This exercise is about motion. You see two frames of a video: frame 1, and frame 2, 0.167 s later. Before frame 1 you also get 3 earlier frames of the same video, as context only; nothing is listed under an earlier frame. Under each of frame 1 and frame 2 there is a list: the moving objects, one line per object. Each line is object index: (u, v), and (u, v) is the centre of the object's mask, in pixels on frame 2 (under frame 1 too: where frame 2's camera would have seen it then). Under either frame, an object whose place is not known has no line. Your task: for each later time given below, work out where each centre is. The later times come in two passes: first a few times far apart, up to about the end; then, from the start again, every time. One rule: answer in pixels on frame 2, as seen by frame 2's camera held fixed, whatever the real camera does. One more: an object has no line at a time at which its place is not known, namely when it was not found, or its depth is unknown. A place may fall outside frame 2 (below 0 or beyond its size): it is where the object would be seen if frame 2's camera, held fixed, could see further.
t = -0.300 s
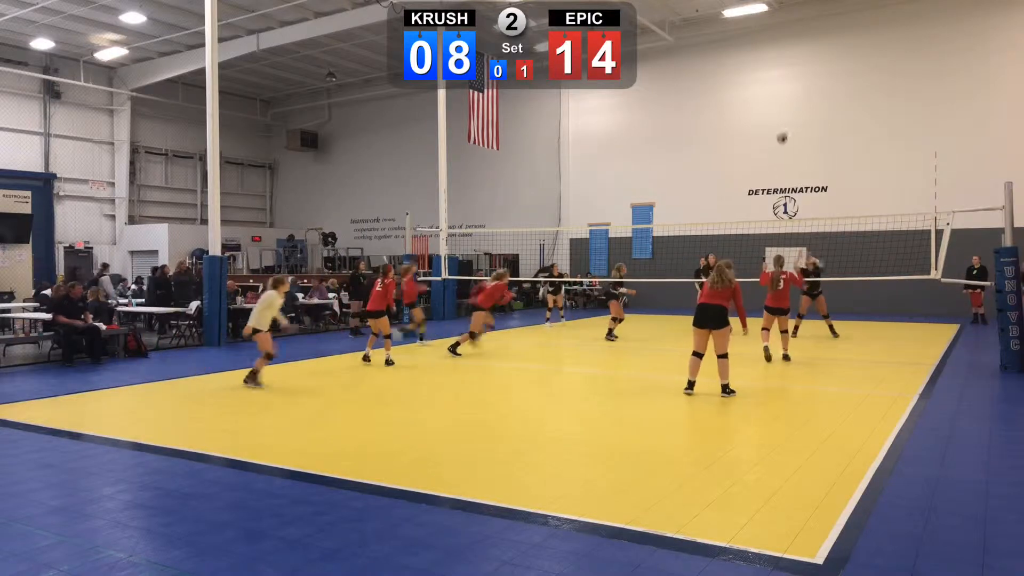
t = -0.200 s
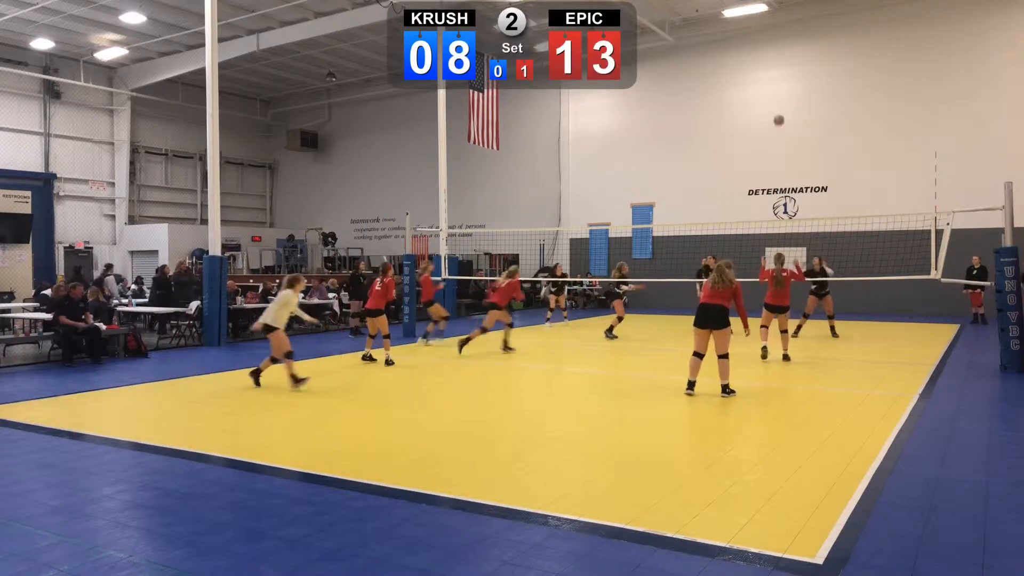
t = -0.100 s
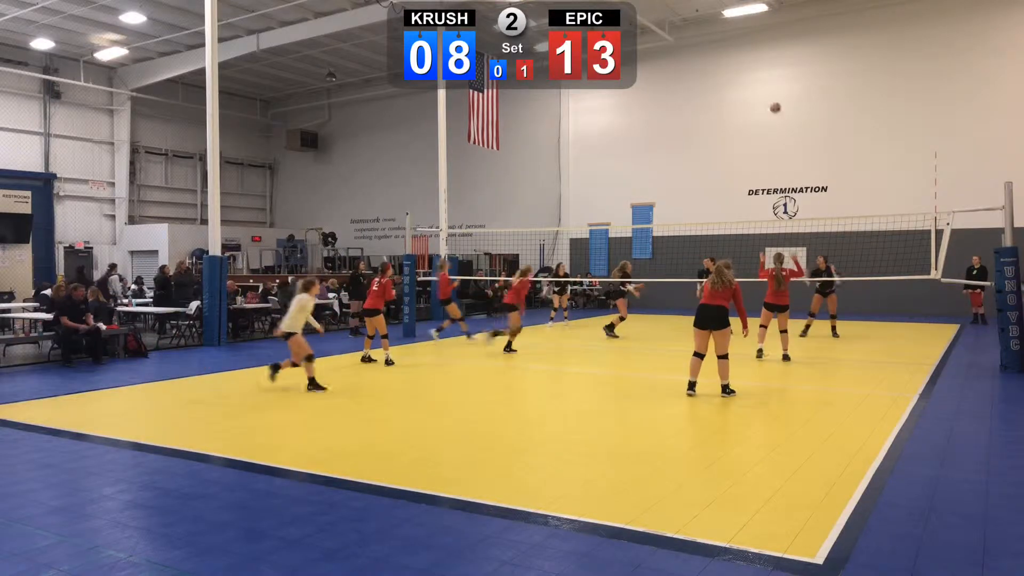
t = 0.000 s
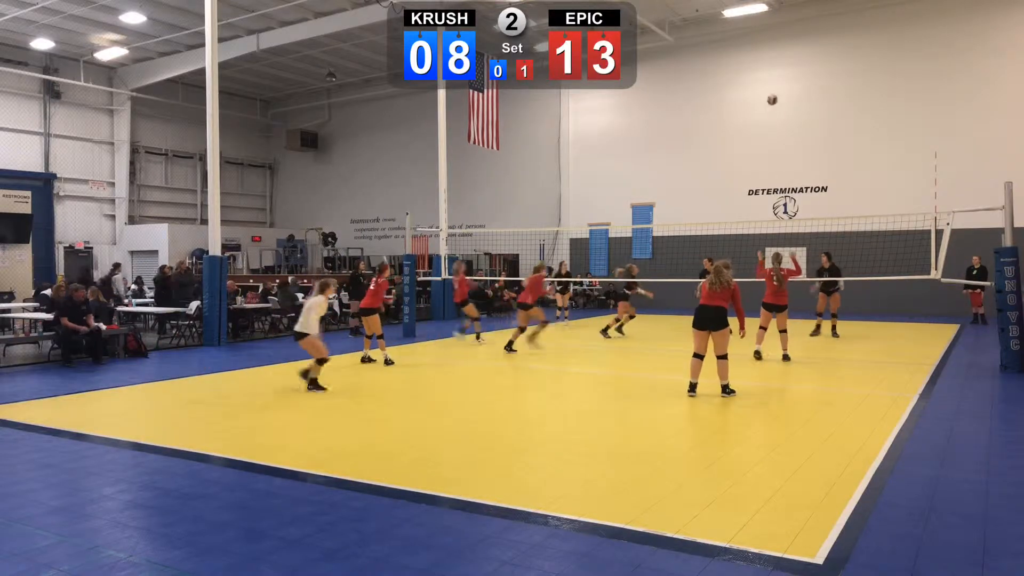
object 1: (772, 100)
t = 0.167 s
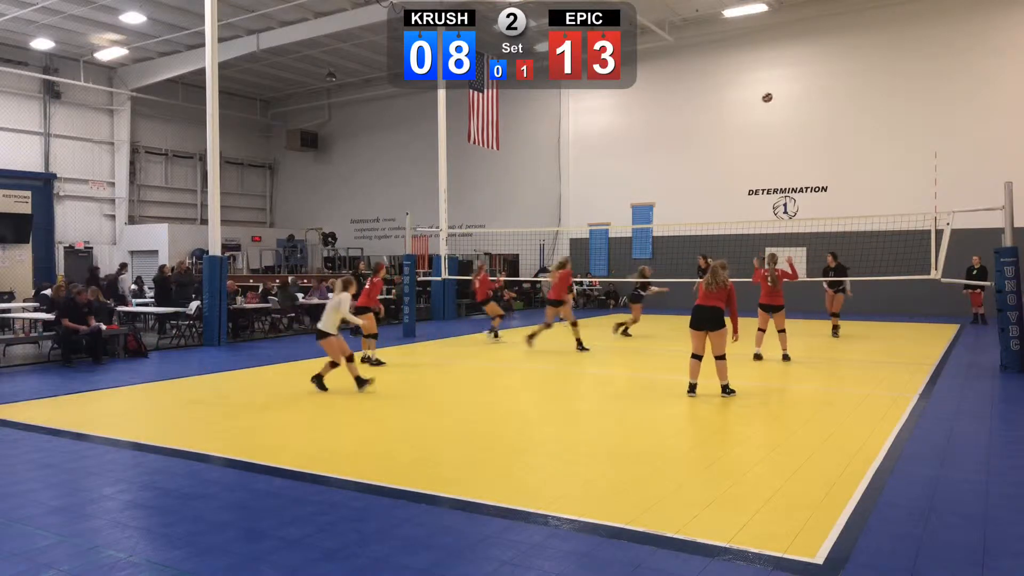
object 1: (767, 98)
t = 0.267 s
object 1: (764, 101)
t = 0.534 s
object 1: (756, 137)
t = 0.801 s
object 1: (748, 202)
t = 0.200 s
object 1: (766, 98)
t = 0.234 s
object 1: (765, 100)
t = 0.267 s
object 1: (764, 101)
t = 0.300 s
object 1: (763, 102)
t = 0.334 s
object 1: (762, 108)
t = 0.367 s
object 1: (761, 111)
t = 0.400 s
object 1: (760, 116)
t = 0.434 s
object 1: (759, 120)
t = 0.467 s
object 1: (758, 125)
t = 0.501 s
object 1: (757, 131)
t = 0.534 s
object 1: (756, 137)
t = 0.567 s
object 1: (755, 143)
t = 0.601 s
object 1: (754, 150)
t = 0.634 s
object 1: (753, 157)
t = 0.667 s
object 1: (752, 165)
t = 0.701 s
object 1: (752, 172)
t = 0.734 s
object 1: (750, 183)
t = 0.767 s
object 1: (748, 192)
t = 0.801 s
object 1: (748, 202)
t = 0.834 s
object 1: (747, 212)
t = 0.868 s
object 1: (746, 222)
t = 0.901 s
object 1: (746, 234)
